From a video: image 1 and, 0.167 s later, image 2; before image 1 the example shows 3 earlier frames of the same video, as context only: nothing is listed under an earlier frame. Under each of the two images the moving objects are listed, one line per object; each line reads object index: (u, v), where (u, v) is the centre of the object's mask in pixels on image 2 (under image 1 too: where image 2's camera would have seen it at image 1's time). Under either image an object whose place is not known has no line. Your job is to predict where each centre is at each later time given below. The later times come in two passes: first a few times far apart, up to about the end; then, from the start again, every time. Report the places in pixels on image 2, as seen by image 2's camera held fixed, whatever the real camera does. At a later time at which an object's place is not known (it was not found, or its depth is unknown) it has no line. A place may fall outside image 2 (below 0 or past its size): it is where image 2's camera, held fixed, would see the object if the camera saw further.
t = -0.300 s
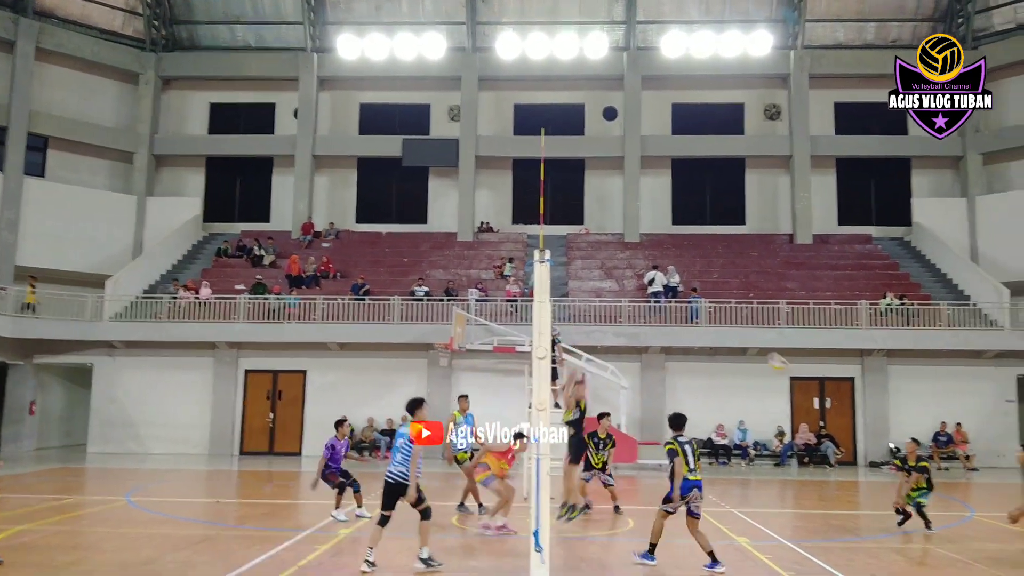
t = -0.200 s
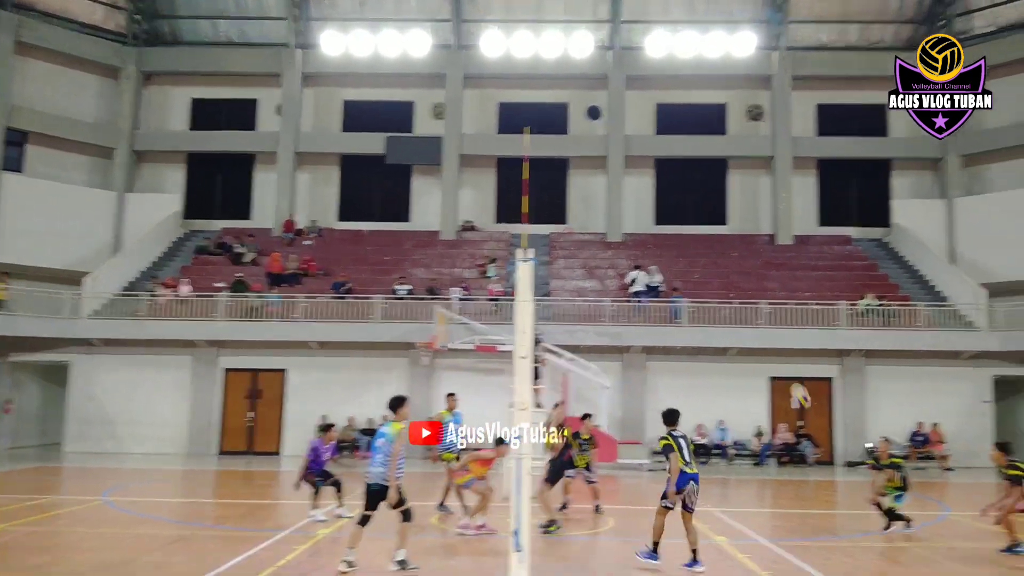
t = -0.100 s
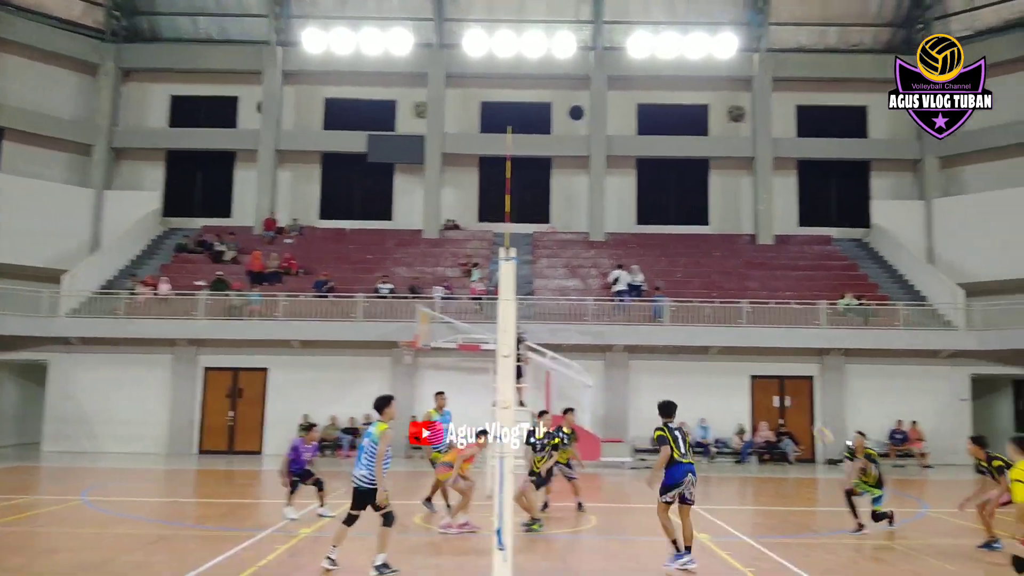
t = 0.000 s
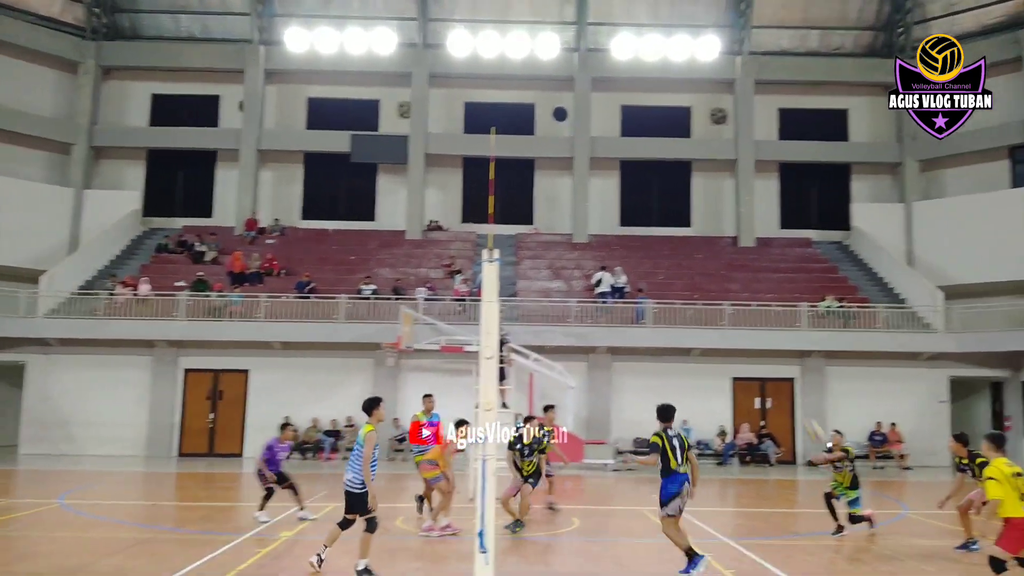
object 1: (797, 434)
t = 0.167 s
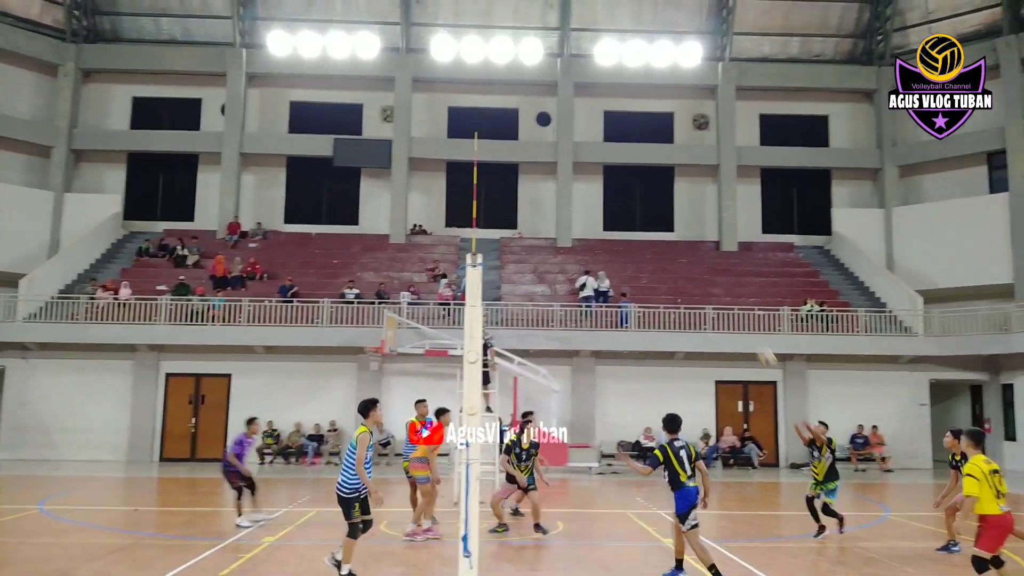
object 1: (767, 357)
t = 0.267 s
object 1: (749, 321)
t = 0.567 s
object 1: (699, 257)
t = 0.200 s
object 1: (762, 344)
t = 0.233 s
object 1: (754, 331)
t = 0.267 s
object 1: (749, 321)
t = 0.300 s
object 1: (742, 309)
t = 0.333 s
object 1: (736, 299)
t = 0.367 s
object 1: (731, 292)
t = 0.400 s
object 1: (726, 284)
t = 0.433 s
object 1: (721, 278)
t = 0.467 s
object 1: (716, 271)
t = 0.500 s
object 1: (710, 265)
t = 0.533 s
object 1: (705, 261)
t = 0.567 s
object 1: (699, 257)
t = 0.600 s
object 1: (694, 253)
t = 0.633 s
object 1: (688, 251)
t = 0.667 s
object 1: (683, 249)
